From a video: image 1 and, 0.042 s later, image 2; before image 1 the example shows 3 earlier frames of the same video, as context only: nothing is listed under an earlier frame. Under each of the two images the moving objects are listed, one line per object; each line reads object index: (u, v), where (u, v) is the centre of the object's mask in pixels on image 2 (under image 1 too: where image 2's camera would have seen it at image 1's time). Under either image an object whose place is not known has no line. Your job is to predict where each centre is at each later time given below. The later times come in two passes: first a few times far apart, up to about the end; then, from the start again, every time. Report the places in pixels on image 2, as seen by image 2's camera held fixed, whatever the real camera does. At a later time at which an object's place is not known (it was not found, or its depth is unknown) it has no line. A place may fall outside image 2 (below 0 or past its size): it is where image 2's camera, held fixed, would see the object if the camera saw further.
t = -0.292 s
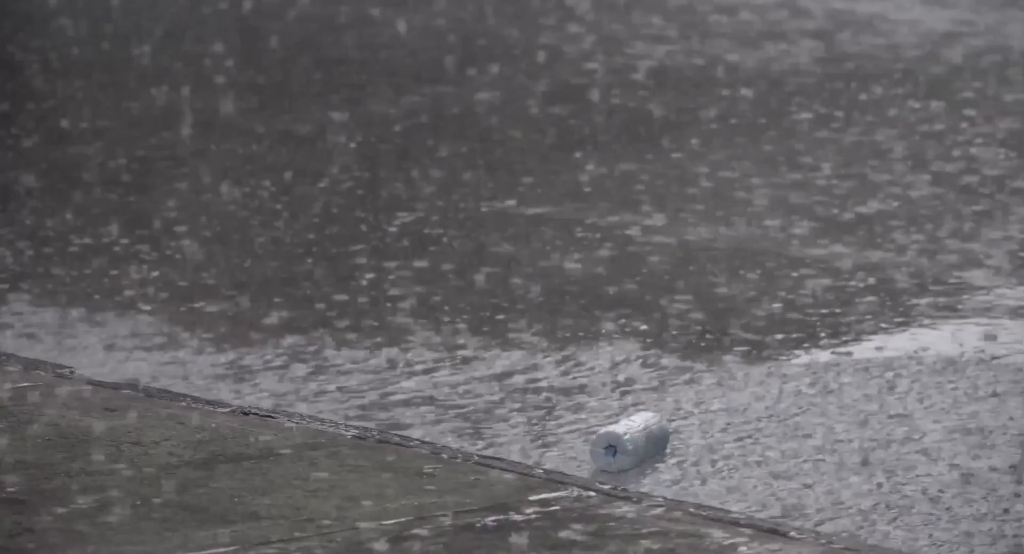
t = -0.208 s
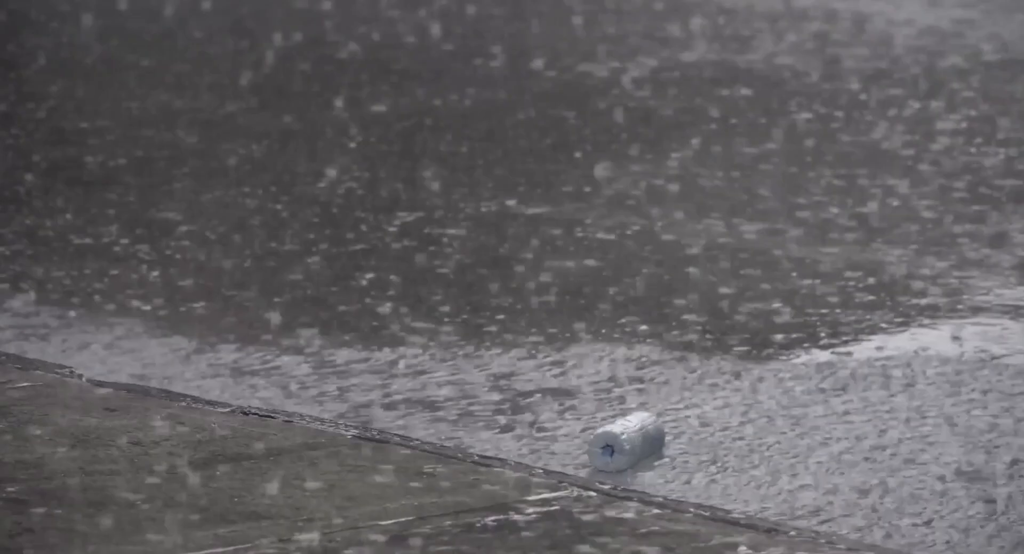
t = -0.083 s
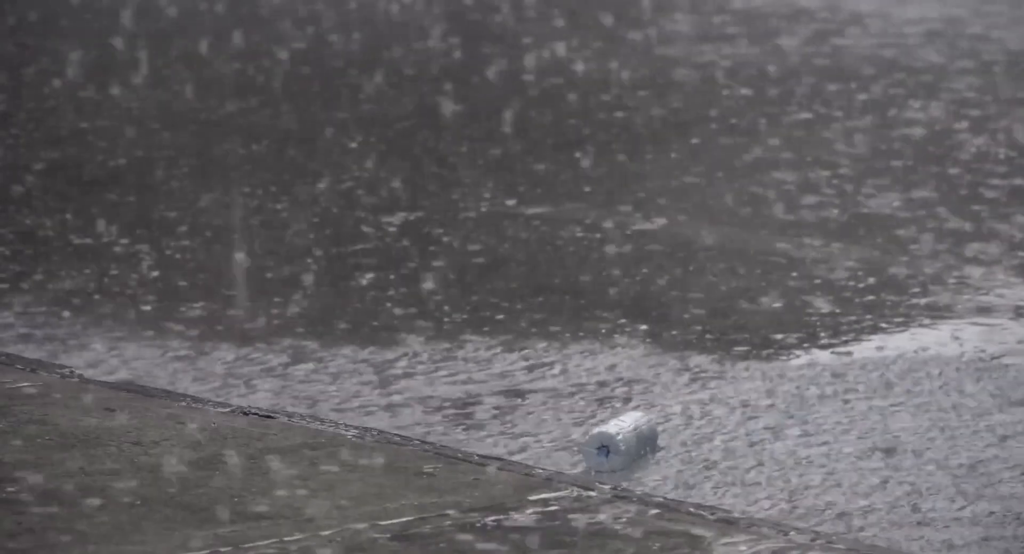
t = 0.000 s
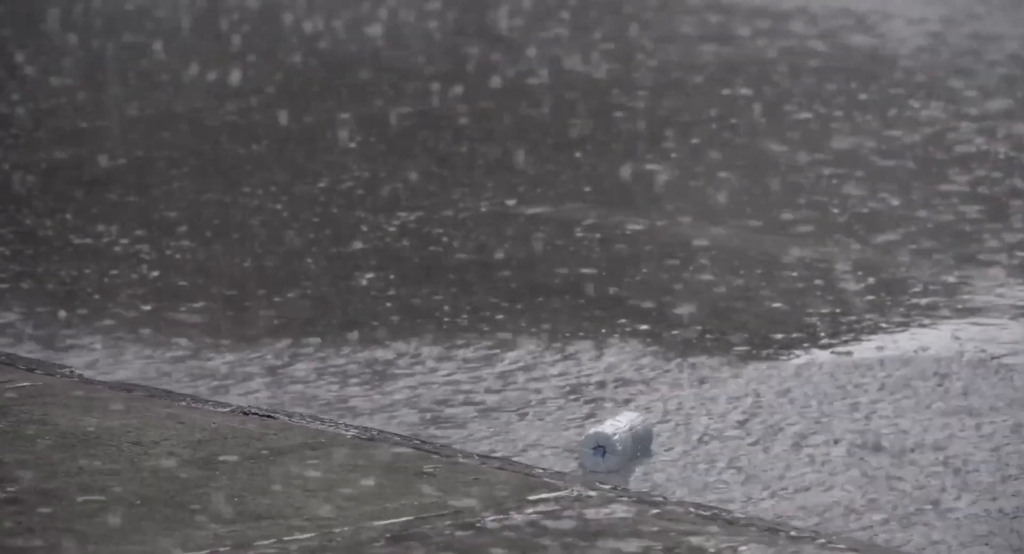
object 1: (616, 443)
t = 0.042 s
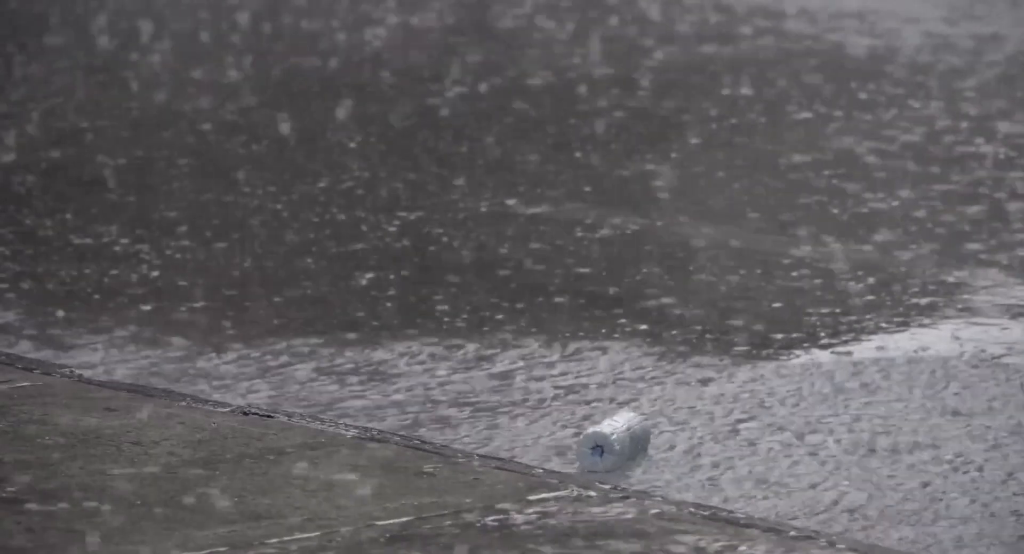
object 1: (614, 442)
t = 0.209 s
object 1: (603, 443)
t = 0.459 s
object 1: (586, 446)
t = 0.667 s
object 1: (569, 446)
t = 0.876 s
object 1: (555, 446)
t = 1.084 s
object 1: (544, 446)
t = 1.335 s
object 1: (533, 446)
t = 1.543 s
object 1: (522, 446)
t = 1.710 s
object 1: (517, 446)
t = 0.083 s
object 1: (611, 443)
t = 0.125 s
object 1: (608, 443)
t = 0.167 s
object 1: (606, 443)
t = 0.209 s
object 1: (603, 443)
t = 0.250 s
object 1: (600, 444)
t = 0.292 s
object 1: (597, 443)
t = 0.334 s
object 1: (595, 445)
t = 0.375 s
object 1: (591, 444)
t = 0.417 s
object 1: (589, 448)
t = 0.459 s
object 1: (586, 446)
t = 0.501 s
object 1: (582, 446)
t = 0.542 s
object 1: (579, 445)
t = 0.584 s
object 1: (576, 445)
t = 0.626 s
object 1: (573, 446)
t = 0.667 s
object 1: (569, 446)
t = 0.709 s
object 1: (566, 446)
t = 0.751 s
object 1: (563, 446)
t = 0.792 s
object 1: (561, 446)
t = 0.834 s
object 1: (559, 446)
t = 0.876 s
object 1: (555, 446)
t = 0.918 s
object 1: (552, 446)
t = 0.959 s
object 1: (550, 446)
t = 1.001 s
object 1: (547, 445)
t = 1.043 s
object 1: (545, 446)
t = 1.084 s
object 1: (544, 446)
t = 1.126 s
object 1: (541, 446)
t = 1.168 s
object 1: (540, 445)
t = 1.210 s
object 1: (538, 445)
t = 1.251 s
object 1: (536, 445)
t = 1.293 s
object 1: (534, 446)
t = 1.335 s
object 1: (533, 446)
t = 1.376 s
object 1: (531, 446)
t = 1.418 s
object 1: (529, 445)
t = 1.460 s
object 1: (528, 446)
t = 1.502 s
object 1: (526, 445)
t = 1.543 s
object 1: (522, 446)
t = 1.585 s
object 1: (522, 446)
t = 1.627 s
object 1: (520, 446)
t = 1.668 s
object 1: (518, 446)
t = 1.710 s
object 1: (517, 446)
